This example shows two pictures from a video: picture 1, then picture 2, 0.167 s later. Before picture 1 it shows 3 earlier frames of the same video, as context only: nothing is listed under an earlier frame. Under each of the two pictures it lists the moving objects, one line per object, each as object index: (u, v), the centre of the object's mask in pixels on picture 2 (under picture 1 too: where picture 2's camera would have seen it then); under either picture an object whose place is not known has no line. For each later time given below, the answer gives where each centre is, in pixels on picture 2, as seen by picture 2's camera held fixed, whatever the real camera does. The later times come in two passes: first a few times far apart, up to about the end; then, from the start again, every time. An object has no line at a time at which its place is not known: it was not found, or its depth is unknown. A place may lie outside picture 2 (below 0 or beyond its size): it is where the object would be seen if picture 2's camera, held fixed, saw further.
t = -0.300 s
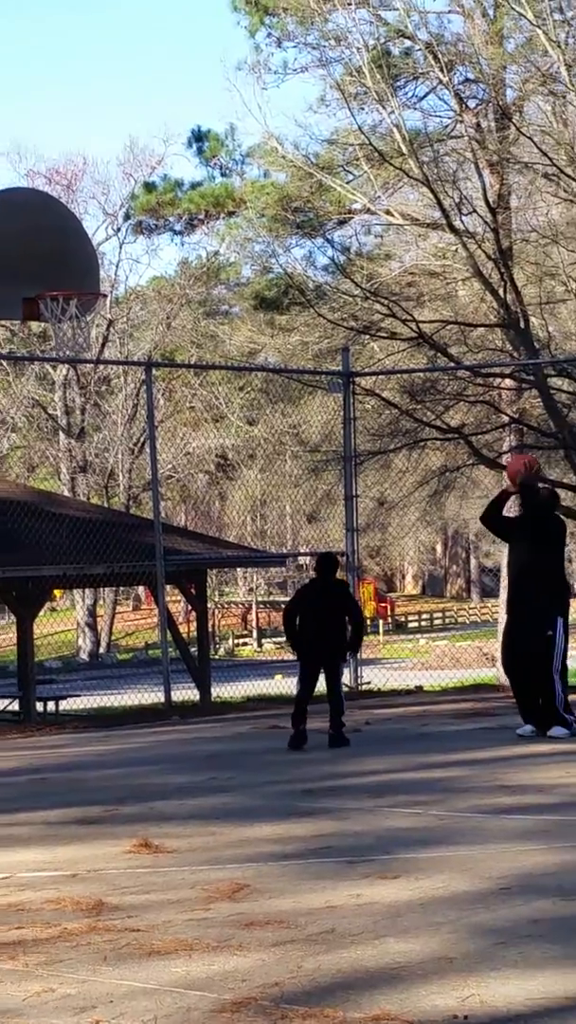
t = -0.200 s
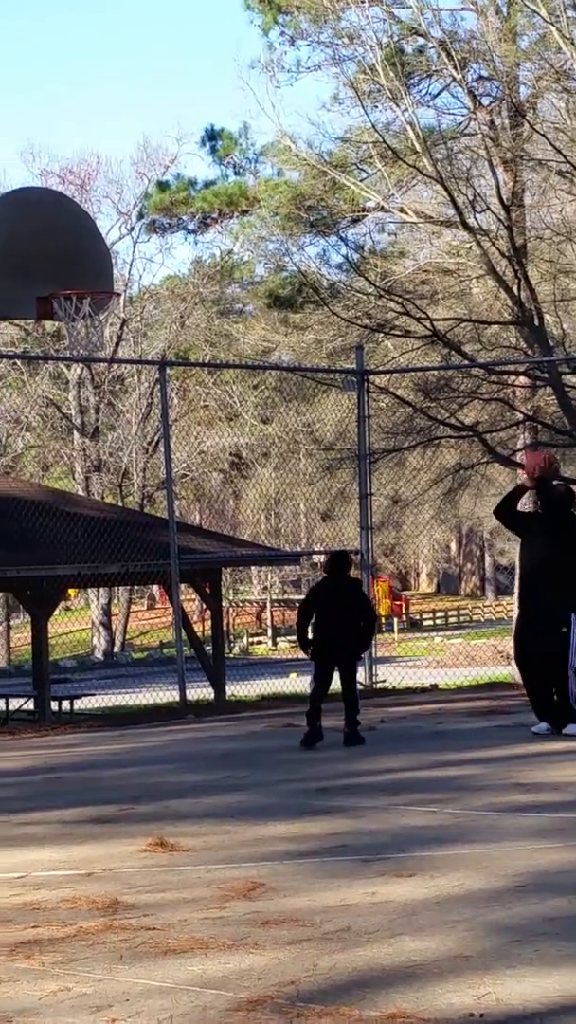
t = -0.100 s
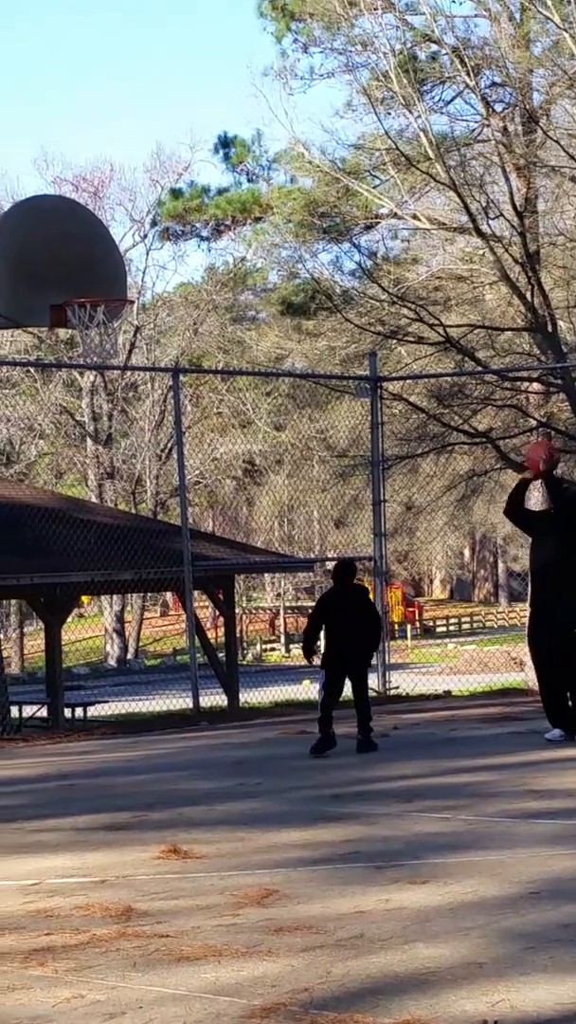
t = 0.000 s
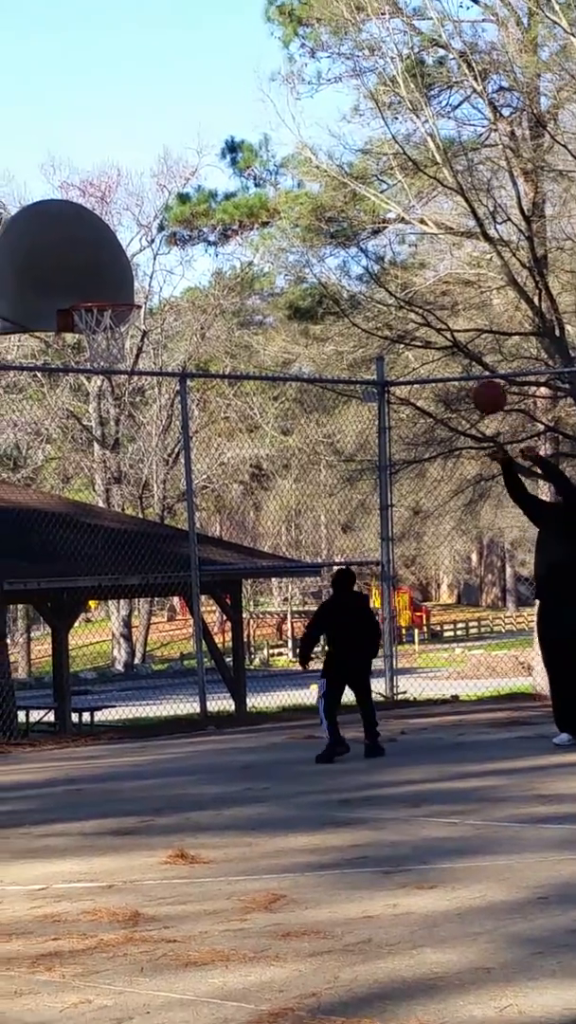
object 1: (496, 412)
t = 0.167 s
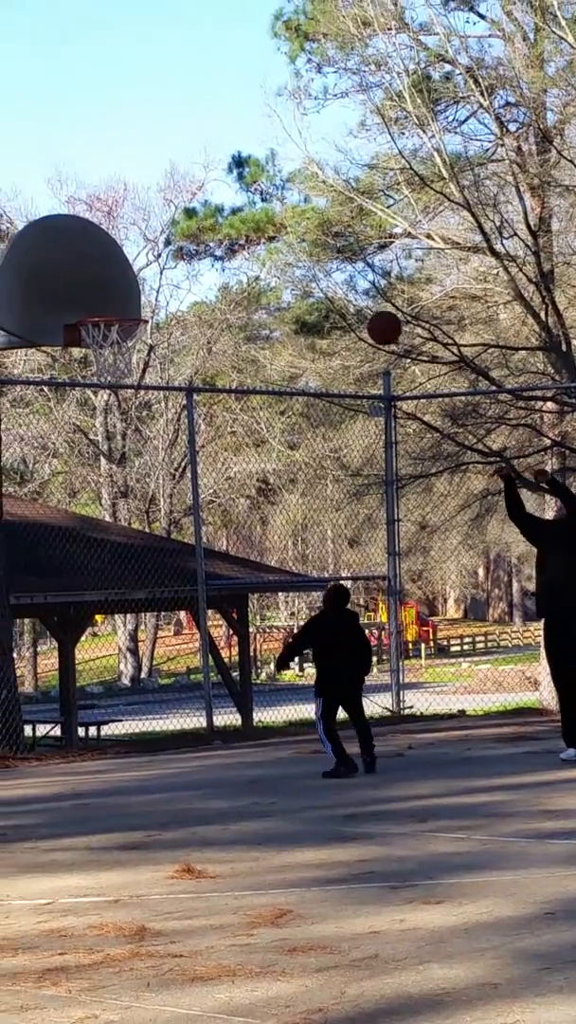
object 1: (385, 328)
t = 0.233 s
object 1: (340, 305)
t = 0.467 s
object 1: (187, 277)
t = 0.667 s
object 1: (96, 304)
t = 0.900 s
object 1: (142, 287)
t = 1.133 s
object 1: (203, 308)
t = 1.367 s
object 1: (265, 404)
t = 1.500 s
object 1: (300, 492)
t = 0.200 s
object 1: (362, 316)
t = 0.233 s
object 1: (340, 305)
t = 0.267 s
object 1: (318, 297)
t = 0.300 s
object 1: (296, 289)
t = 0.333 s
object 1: (274, 283)
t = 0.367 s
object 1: (252, 280)
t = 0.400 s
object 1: (230, 277)
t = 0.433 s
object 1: (208, 276)
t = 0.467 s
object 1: (187, 277)
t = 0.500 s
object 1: (165, 280)
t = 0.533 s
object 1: (144, 284)
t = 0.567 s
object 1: (122, 292)
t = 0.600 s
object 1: (100, 299)
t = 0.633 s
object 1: (94, 303)
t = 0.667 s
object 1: (96, 304)
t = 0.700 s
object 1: (99, 305)
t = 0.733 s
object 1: (101, 305)
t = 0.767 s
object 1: (105, 306)
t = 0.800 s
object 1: (114, 302)
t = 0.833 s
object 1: (124, 296)
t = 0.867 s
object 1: (133, 291)
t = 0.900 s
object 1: (142, 287)
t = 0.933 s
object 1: (151, 285)
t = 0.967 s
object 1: (160, 285)
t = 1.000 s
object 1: (169, 286)
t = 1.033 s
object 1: (178, 289)
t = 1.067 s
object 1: (187, 294)
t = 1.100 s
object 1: (195, 300)
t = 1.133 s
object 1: (203, 308)
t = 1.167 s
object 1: (212, 317)
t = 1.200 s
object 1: (221, 327)
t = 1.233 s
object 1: (230, 339)
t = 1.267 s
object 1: (239, 354)
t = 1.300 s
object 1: (247, 369)
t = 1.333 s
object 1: (256, 386)
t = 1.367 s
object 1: (265, 404)
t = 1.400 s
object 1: (274, 423)
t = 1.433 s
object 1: (282, 445)
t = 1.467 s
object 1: (291, 468)
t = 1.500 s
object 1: (300, 492)
